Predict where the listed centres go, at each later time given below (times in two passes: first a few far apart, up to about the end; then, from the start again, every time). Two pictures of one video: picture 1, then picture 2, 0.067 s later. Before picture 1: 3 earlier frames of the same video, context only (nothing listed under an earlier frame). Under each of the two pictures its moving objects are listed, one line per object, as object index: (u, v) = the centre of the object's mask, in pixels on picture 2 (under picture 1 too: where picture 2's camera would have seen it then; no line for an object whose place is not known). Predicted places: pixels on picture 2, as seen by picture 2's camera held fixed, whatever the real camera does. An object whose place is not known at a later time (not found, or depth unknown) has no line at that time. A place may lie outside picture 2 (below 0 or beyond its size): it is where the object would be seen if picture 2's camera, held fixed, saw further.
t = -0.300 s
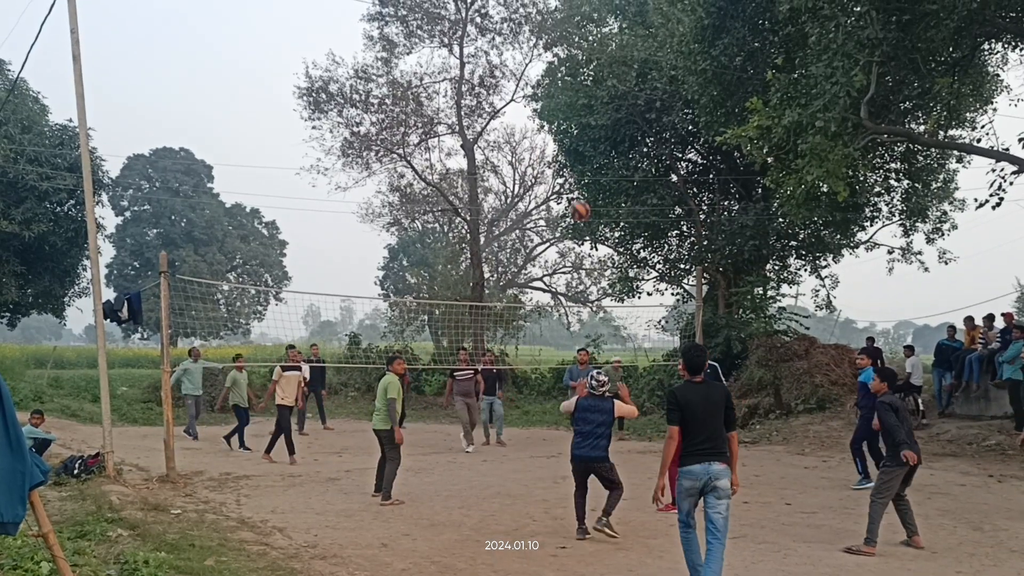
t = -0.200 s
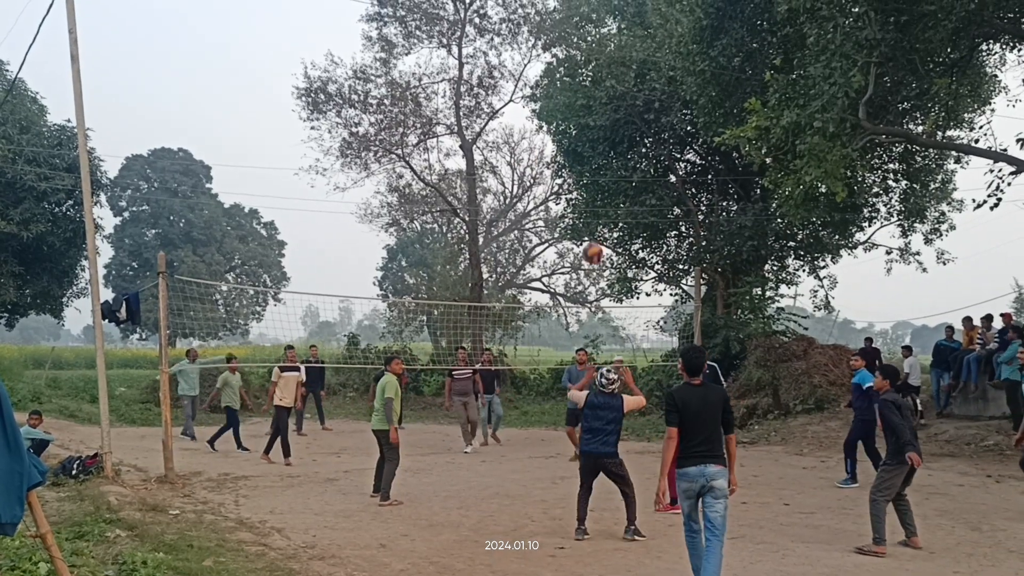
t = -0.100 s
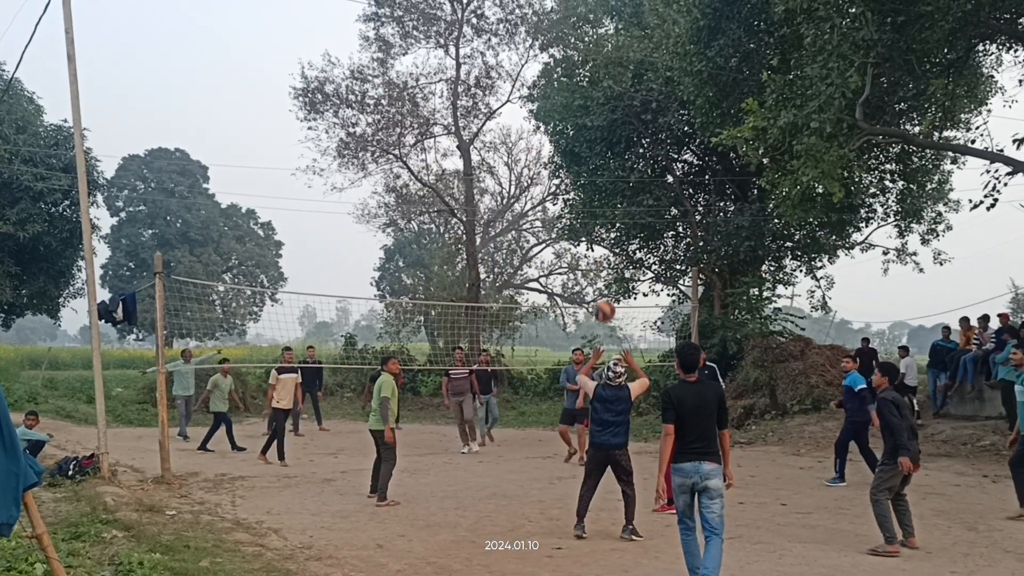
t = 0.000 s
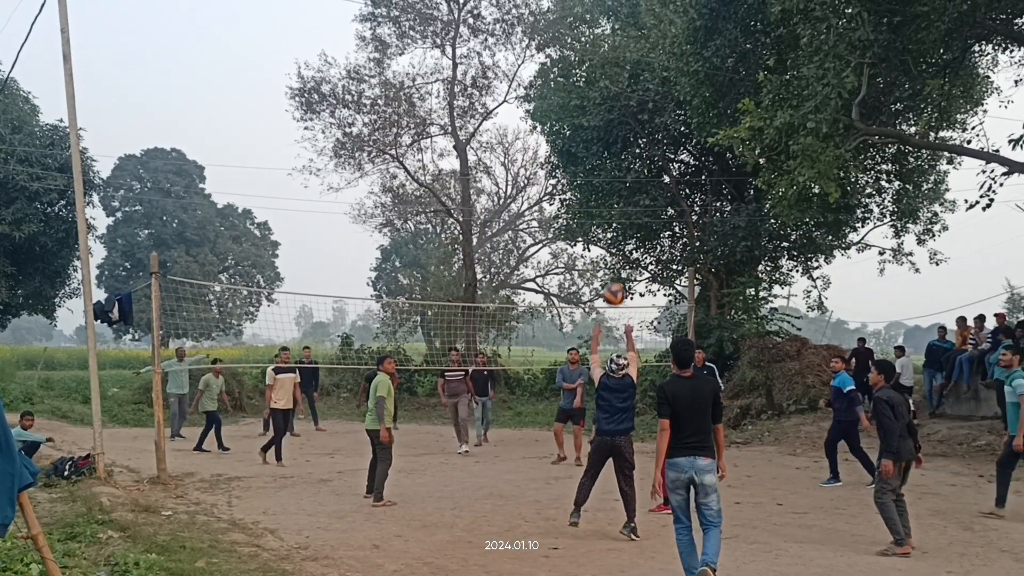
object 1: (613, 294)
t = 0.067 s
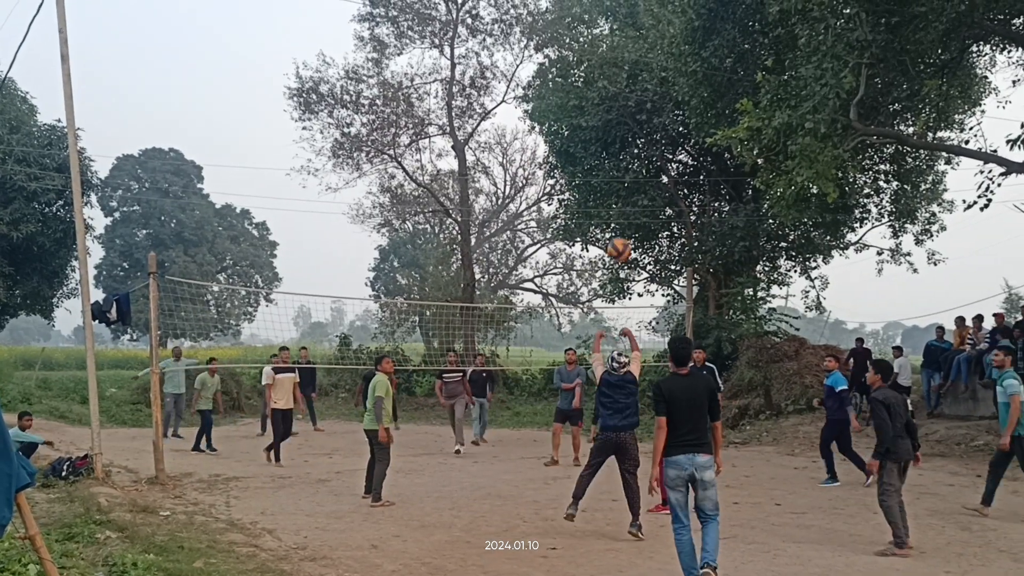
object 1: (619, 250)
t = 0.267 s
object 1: (638, 140)
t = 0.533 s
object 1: (665, 54)
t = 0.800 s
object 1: (688, 42)
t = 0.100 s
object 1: (622, 228)
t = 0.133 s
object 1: (626, 209)
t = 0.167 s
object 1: (629, 189)
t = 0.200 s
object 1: (632, 171)
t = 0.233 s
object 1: (635, 155)
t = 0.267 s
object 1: (638, 140)
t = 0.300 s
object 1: (643, 125)
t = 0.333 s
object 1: (645, 112)
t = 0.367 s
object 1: (649, 99)
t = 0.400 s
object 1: (653, 88)
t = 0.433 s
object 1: (655, 77)
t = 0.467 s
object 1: (658, 69)
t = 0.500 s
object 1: (661, 61)
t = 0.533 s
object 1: (665, 54)
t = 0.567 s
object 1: (667, 48)
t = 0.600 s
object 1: (671, 44)
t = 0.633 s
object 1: (674, 40)
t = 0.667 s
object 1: (677, 38)
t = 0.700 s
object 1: (679, 38)
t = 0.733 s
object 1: (683, 39)
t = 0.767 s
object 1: (685, 40)
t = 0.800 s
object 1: (688, 42)
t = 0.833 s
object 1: (692, 46)
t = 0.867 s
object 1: (695, 51)
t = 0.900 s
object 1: (698, 58)
